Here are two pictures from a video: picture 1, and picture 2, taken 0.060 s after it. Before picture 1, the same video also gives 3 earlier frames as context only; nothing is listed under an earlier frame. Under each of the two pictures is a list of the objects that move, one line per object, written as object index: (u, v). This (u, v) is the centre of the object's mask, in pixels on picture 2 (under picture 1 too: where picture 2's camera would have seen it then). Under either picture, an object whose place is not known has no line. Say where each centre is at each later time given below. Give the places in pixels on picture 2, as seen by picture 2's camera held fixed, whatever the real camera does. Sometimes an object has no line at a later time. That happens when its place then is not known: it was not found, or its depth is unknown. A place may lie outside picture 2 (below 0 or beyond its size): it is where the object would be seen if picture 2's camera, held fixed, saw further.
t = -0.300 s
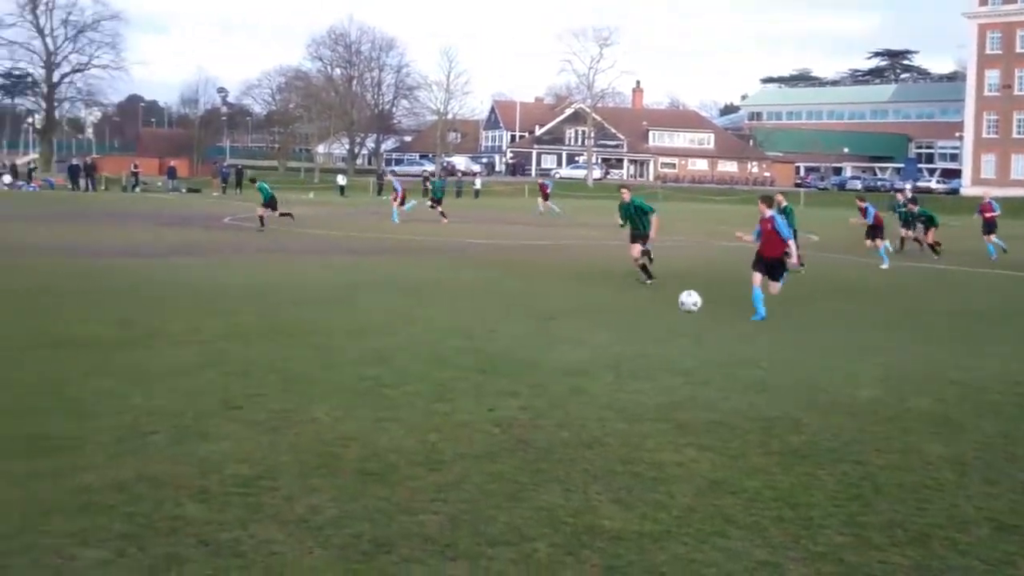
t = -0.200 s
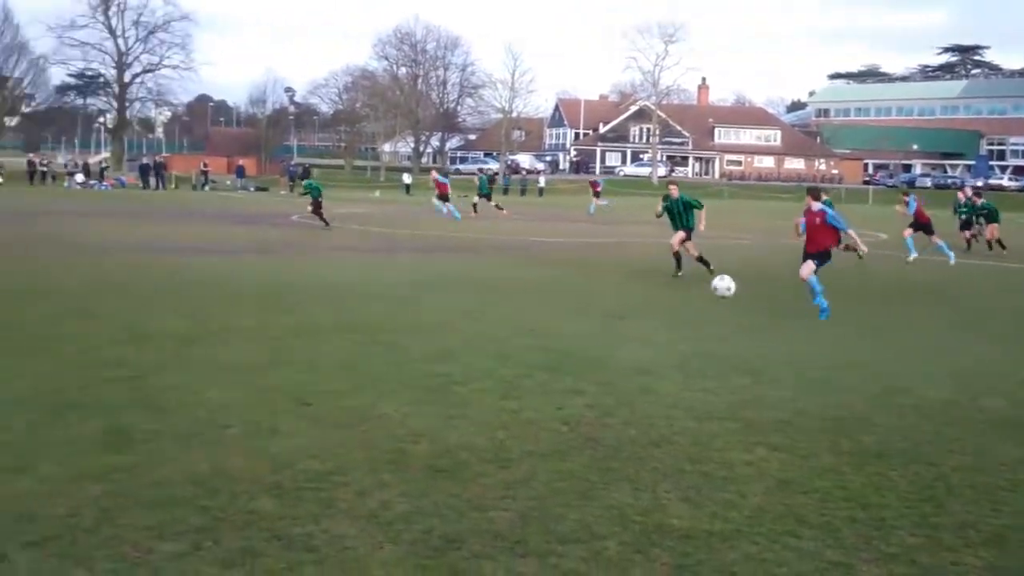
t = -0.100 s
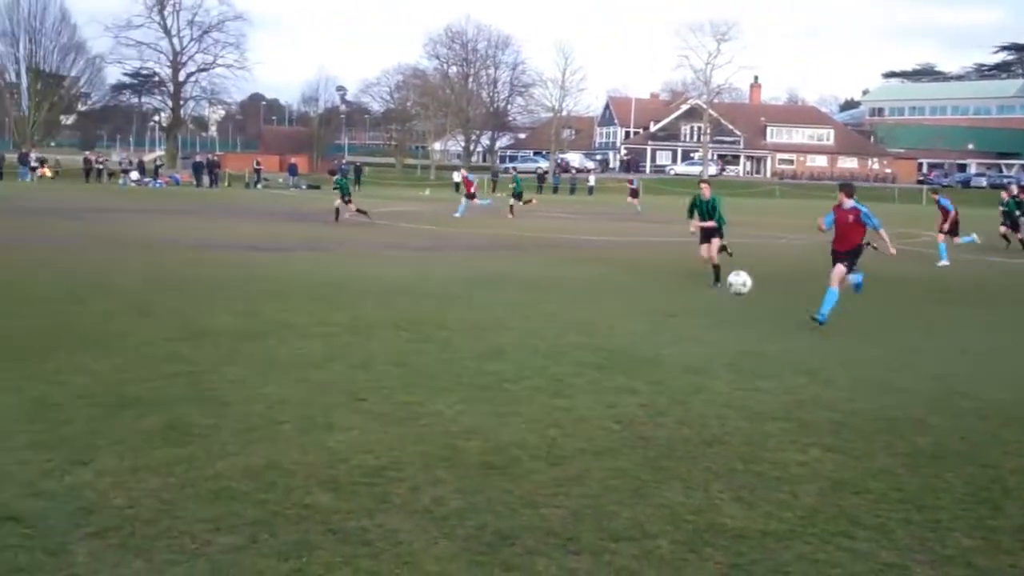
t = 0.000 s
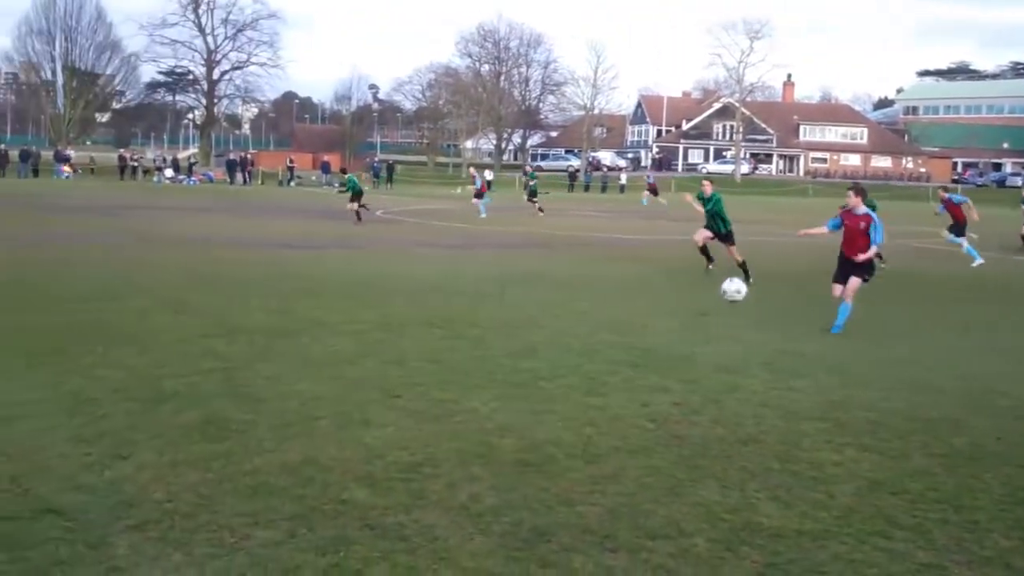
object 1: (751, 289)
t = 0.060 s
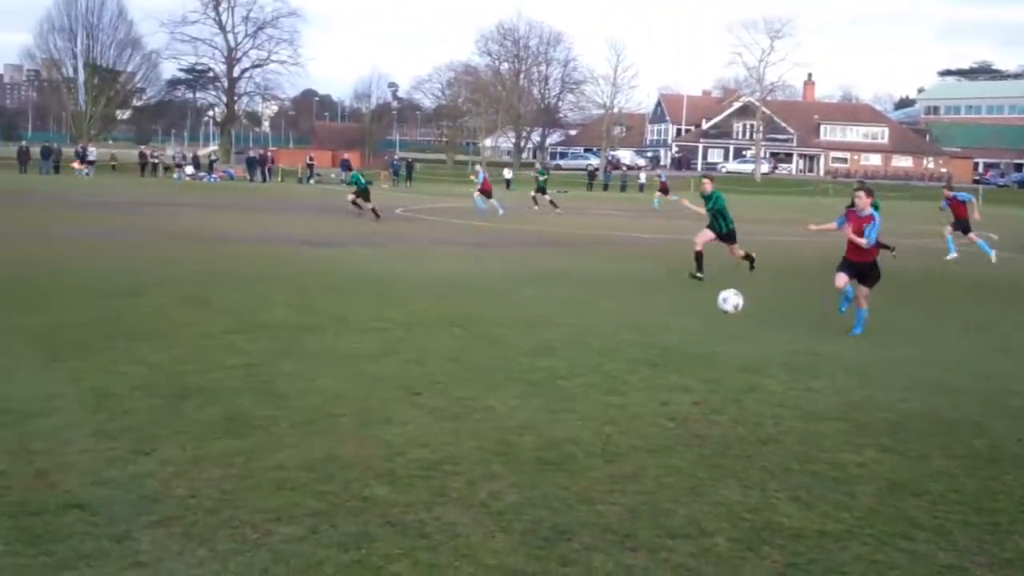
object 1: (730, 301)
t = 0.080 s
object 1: (723, 305)
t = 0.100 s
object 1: (714, 311)
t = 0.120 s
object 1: (706, 317)
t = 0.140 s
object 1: (698, 324)
